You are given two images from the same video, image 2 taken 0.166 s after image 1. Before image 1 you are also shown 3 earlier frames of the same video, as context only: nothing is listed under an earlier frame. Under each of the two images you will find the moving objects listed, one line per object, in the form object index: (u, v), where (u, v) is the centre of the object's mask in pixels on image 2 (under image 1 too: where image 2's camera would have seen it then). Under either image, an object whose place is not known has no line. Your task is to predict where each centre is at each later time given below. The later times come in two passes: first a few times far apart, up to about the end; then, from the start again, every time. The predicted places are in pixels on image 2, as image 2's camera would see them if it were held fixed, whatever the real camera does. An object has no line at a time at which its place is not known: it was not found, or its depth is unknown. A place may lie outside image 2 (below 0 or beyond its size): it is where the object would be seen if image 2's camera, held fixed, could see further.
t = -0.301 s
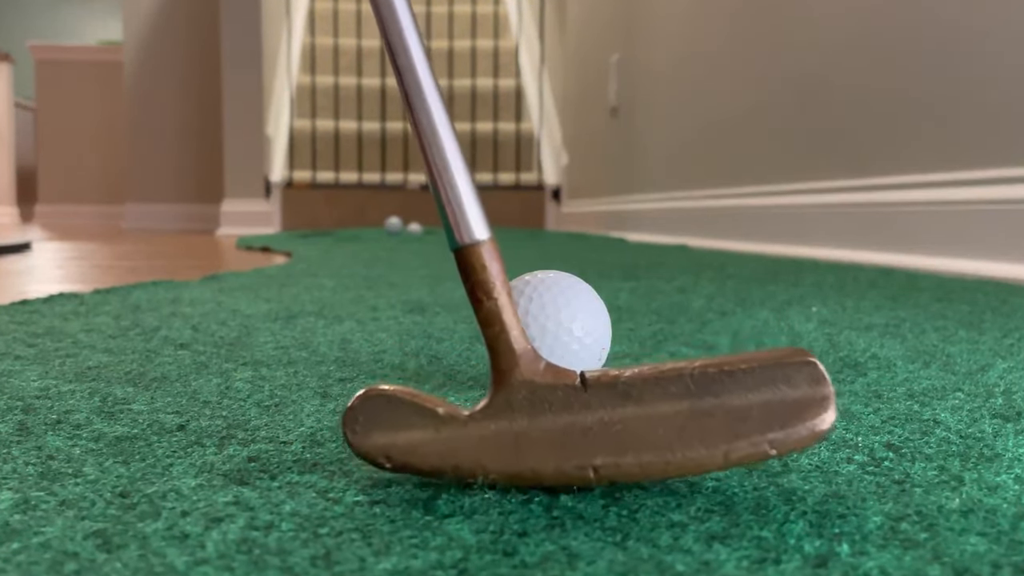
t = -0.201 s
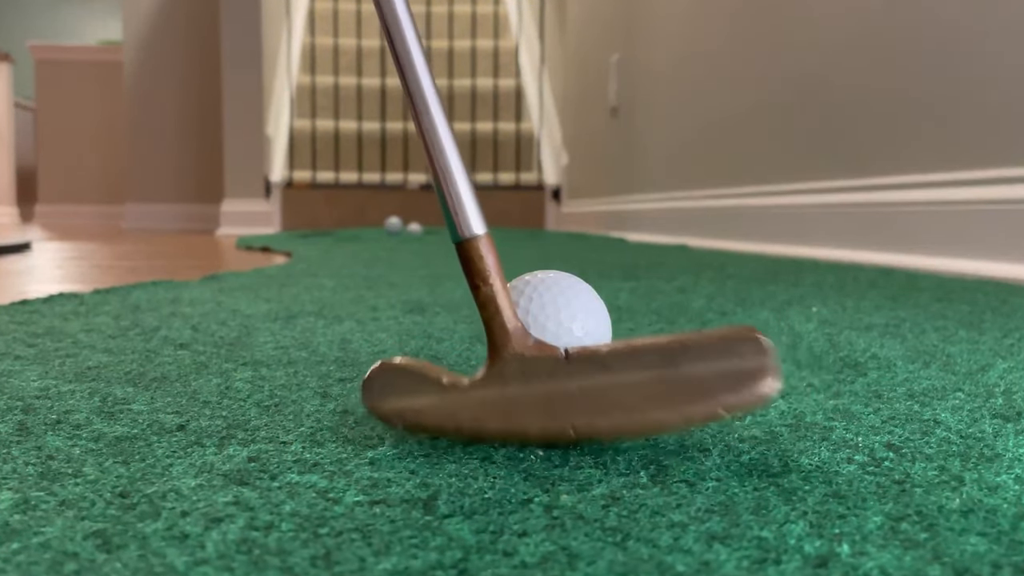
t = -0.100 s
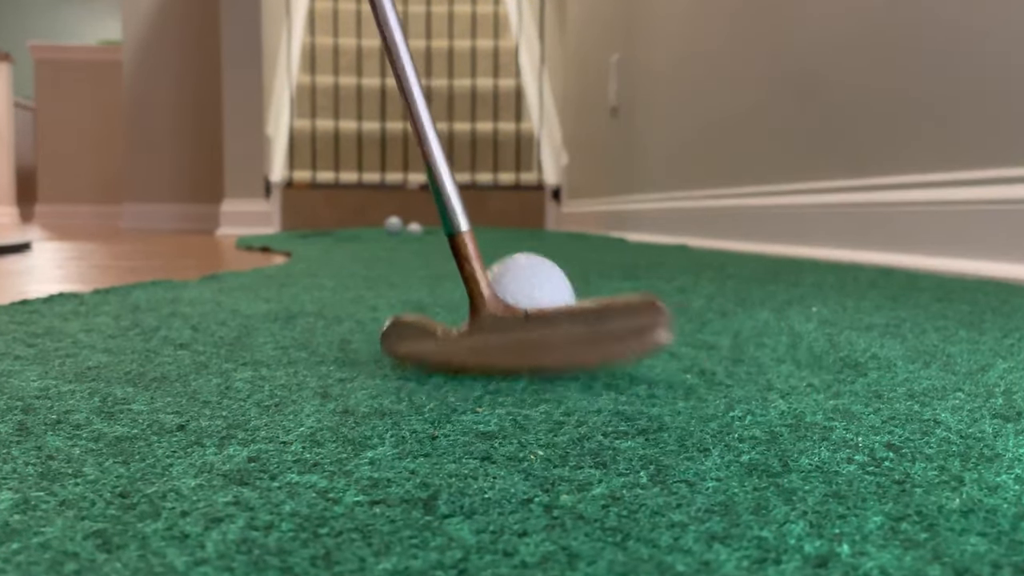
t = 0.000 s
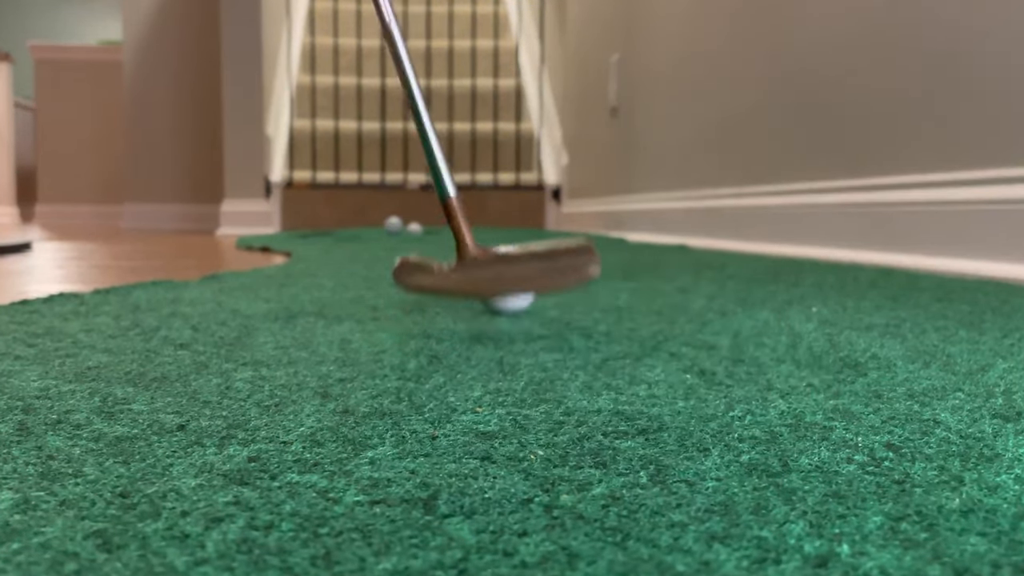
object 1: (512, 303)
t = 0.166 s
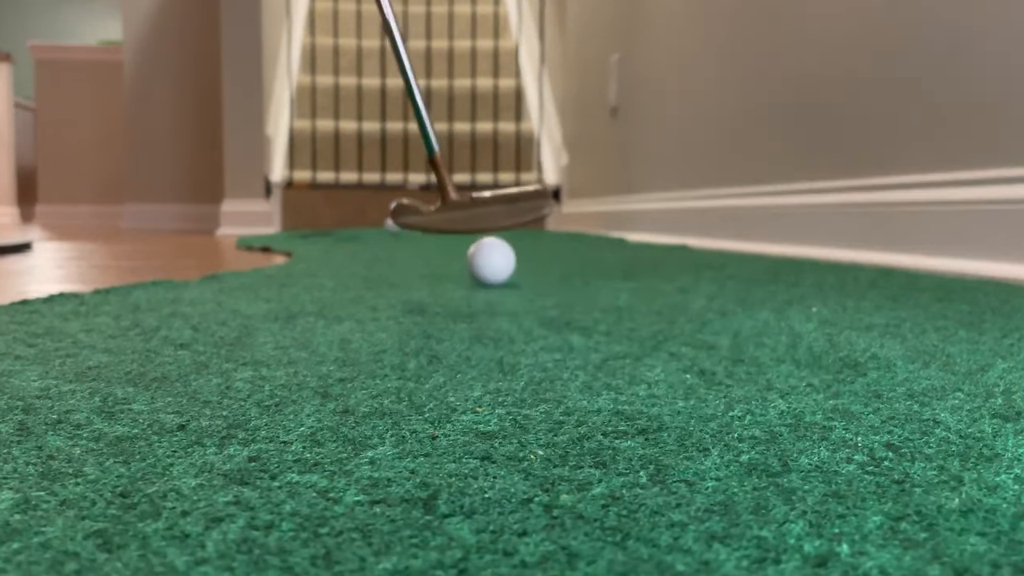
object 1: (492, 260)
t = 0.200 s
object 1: (489, 258)
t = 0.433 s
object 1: (476, 247)
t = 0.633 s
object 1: (466, 241)
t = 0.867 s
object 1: (455, 237)
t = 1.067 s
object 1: (447, 234)
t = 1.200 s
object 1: (442, 233)
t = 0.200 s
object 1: (489, 258)
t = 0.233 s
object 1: (487, 256)
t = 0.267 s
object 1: (485, 255)
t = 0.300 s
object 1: (483, 252)
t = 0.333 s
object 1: (481, 251)
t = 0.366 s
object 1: (479, 250)
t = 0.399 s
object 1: (478, 249)
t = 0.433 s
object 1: (476, 247)
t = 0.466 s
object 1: (474, 246)
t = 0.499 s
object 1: (473, 246)
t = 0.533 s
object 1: (471, 245)
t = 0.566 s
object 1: (469, 244)
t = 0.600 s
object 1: (467, 243)
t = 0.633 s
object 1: (466, 241)
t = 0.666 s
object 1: (465, 242)
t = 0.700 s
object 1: (463, 240)
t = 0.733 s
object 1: (461, 240)
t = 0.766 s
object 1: (460, 239)
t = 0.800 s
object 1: (458, 239)
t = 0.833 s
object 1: (456, 237)
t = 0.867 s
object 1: (455, 237)
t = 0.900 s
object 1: (454, 237)
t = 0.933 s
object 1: (452, 236)
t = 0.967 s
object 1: (450, 236)
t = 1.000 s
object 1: (449, 235)
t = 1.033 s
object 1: (448, 235)
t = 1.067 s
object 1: (447, 234)
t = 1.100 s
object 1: (446, 234)
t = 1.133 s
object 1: (445, 234)
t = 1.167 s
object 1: (443, 233)
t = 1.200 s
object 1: (442, 233)
